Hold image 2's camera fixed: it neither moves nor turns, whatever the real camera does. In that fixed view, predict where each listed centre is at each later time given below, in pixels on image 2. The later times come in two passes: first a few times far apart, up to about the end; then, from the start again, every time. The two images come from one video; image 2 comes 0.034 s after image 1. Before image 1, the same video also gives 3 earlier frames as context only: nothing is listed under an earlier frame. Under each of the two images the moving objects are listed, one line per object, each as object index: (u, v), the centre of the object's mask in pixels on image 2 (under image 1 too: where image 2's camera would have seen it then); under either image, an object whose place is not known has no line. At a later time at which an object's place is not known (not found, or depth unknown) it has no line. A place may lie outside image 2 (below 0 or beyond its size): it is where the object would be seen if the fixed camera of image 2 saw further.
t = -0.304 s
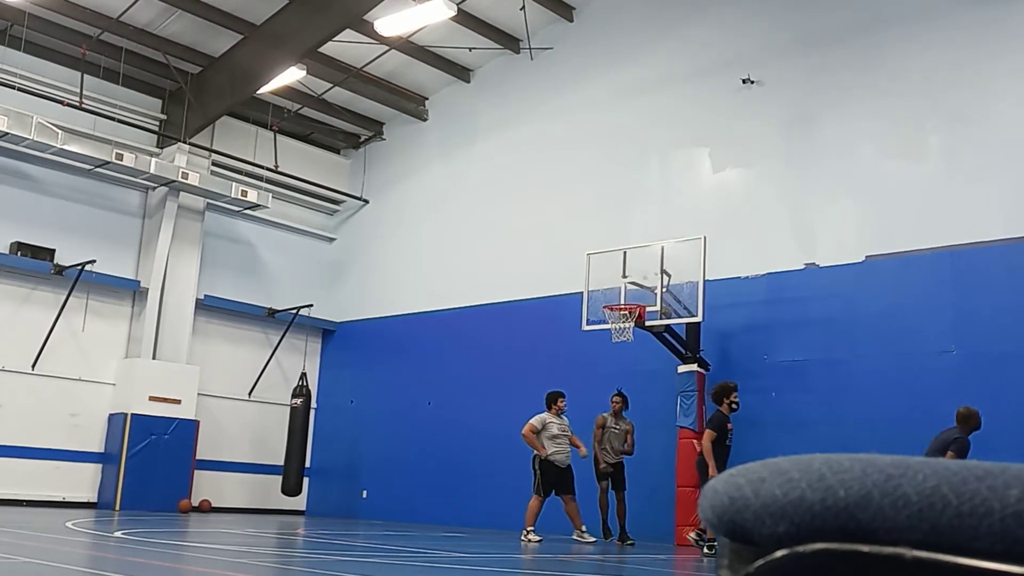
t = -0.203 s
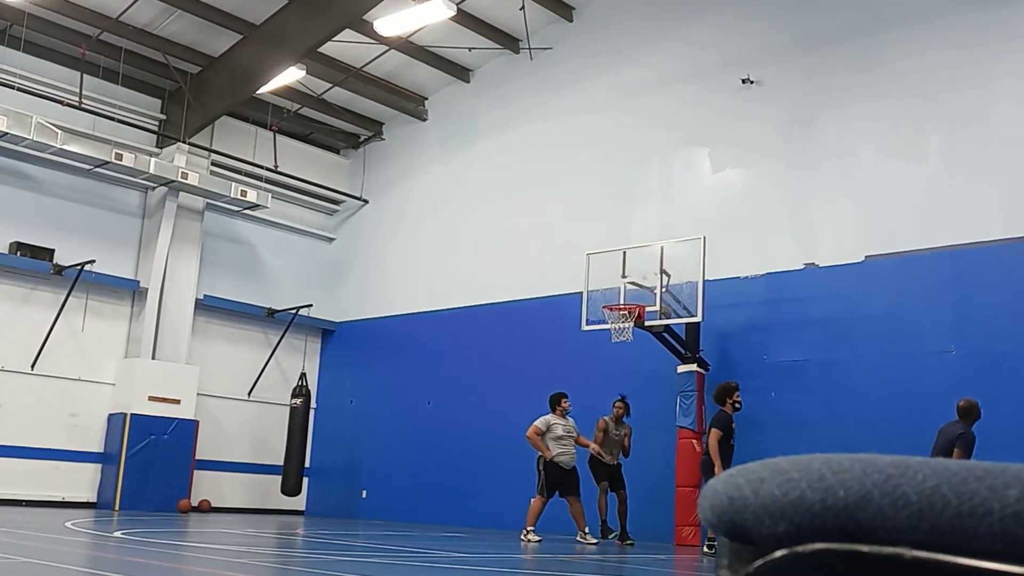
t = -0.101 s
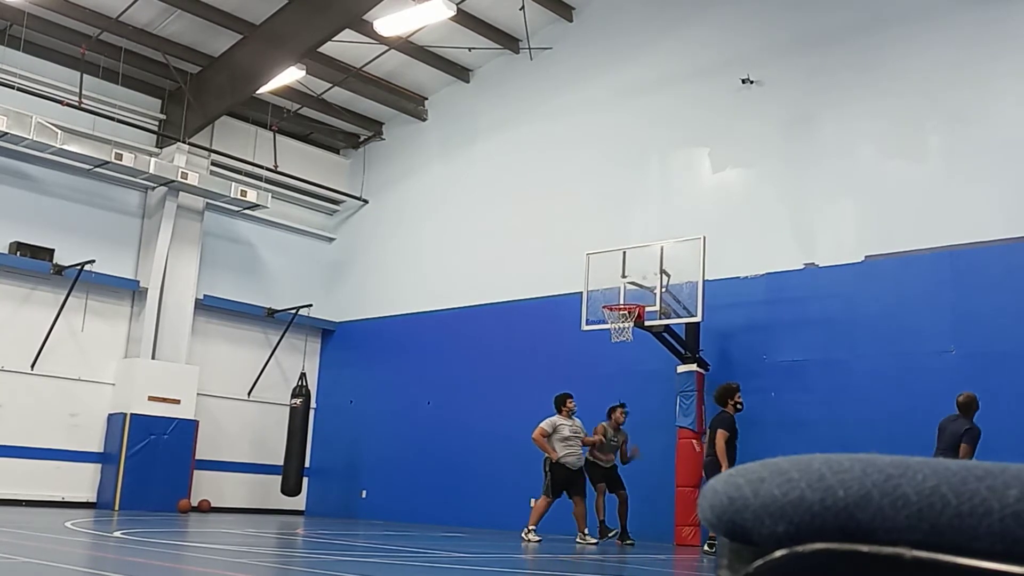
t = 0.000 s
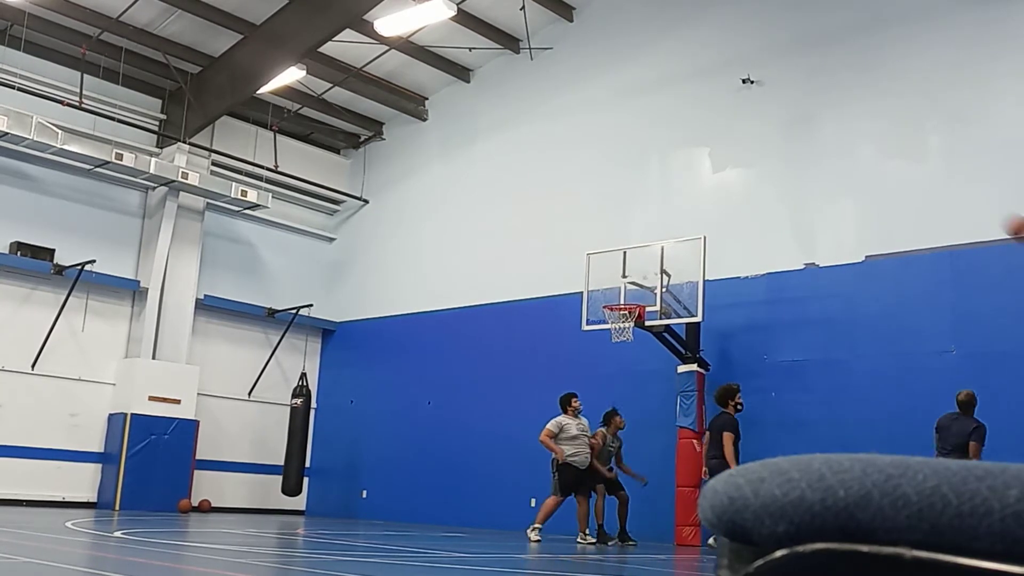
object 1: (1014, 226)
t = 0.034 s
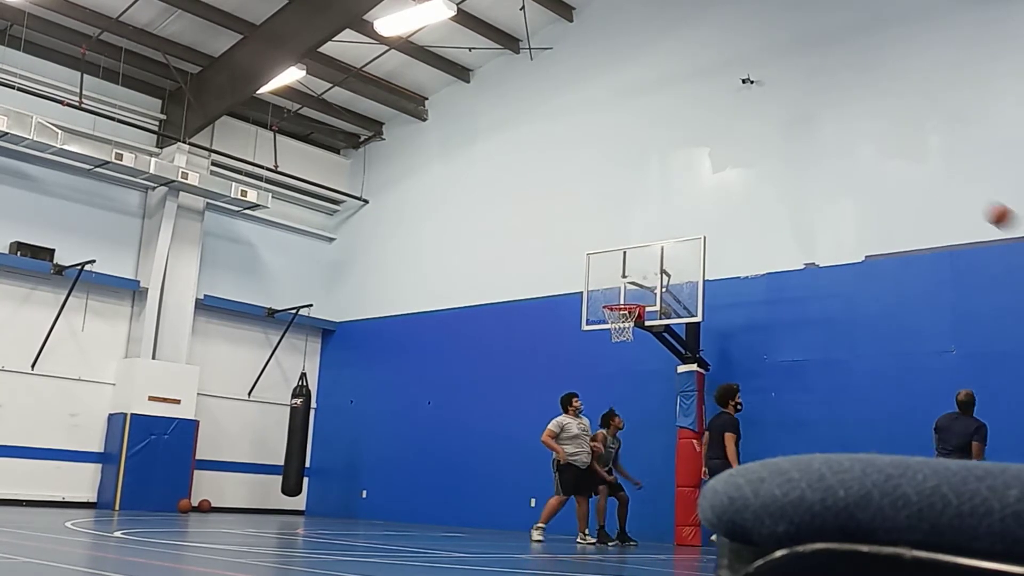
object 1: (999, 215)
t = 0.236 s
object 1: (899, 168)
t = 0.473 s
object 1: (802, 163)
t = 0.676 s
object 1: (729, 193)
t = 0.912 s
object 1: (651, 262)
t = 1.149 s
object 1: (602, 333)
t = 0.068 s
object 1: (981, 204)
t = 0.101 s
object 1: (964, 194)
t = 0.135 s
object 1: (947, 186)
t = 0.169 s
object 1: (930, 179)
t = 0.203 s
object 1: (915, 173)
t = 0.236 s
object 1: (899, 168)
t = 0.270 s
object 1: (884, 165)
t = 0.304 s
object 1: (870, 162)
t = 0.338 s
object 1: (857, 161)
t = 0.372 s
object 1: (842, 160)
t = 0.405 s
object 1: (828, 160)
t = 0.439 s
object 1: (815, 161)
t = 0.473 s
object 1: (802, 163)
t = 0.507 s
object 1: (790, 167)
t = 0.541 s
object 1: (777, 170)
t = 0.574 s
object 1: (765, 175)
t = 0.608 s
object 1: (753, 180)
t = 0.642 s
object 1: (742, 186)
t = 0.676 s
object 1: (729, 193)
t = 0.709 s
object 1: (718, 201)
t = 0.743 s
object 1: (707, 209)
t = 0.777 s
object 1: (695, 219)
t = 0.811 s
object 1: (684, 228)
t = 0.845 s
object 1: (673, 238)
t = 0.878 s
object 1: (663, 250)
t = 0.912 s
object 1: (651, 262)
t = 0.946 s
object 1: (641, 274)
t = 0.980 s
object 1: (631, 288)
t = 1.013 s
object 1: (620, 298)
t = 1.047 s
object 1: (607, 315)
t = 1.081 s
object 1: (604, 324)
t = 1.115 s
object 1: (603, 328)
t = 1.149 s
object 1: (602, 333)
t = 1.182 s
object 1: (600, 338)
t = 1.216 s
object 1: (599, 343)
